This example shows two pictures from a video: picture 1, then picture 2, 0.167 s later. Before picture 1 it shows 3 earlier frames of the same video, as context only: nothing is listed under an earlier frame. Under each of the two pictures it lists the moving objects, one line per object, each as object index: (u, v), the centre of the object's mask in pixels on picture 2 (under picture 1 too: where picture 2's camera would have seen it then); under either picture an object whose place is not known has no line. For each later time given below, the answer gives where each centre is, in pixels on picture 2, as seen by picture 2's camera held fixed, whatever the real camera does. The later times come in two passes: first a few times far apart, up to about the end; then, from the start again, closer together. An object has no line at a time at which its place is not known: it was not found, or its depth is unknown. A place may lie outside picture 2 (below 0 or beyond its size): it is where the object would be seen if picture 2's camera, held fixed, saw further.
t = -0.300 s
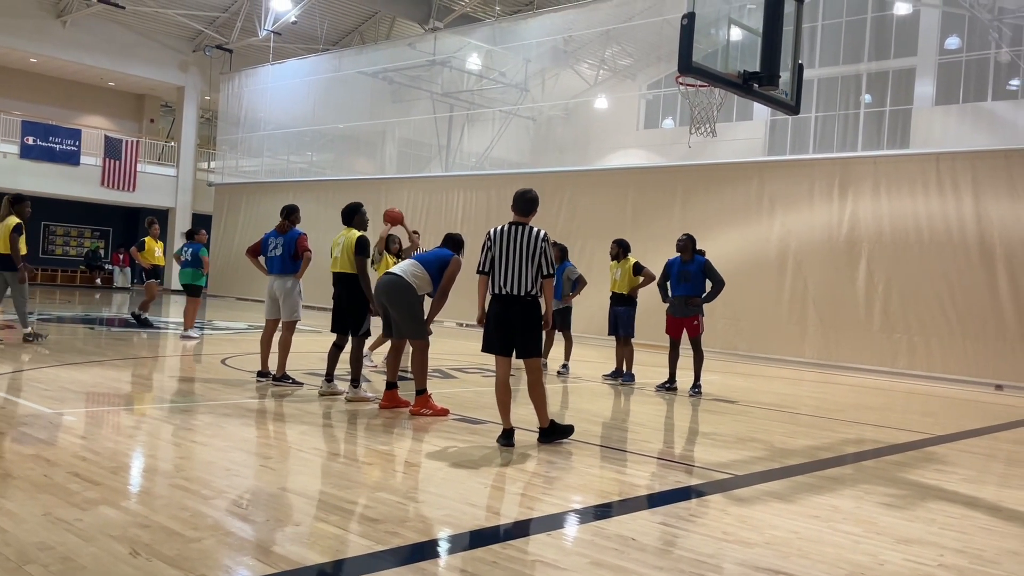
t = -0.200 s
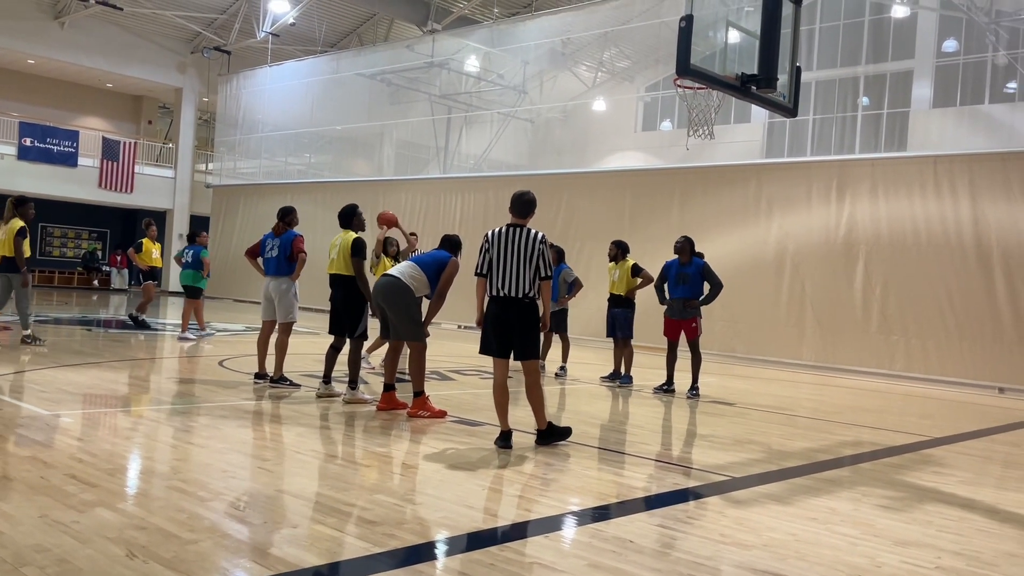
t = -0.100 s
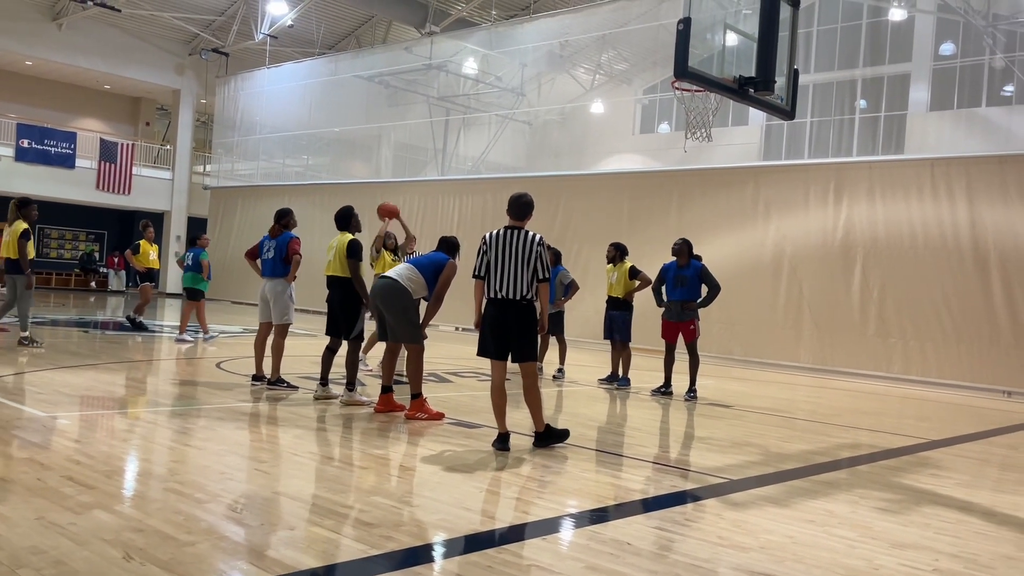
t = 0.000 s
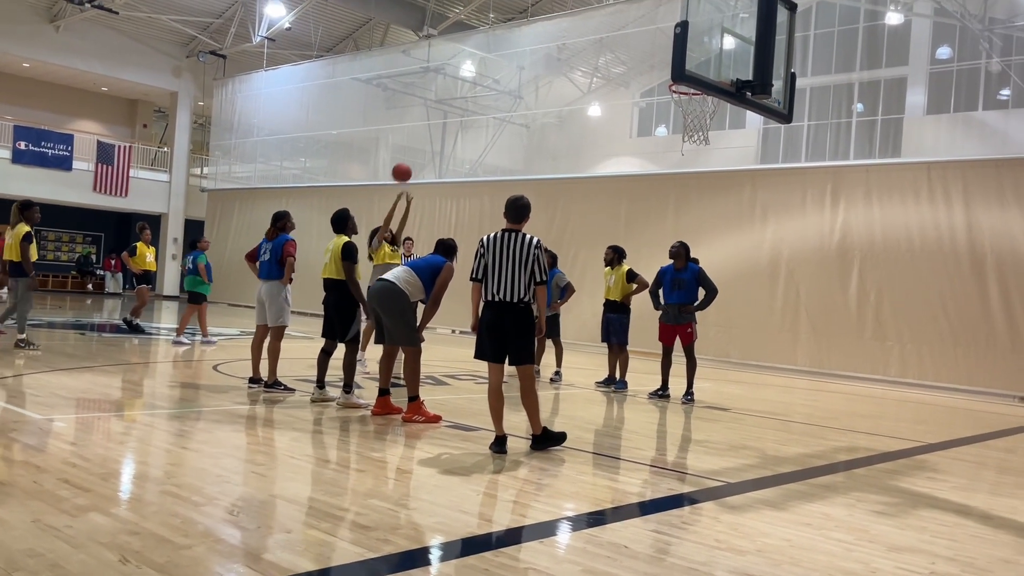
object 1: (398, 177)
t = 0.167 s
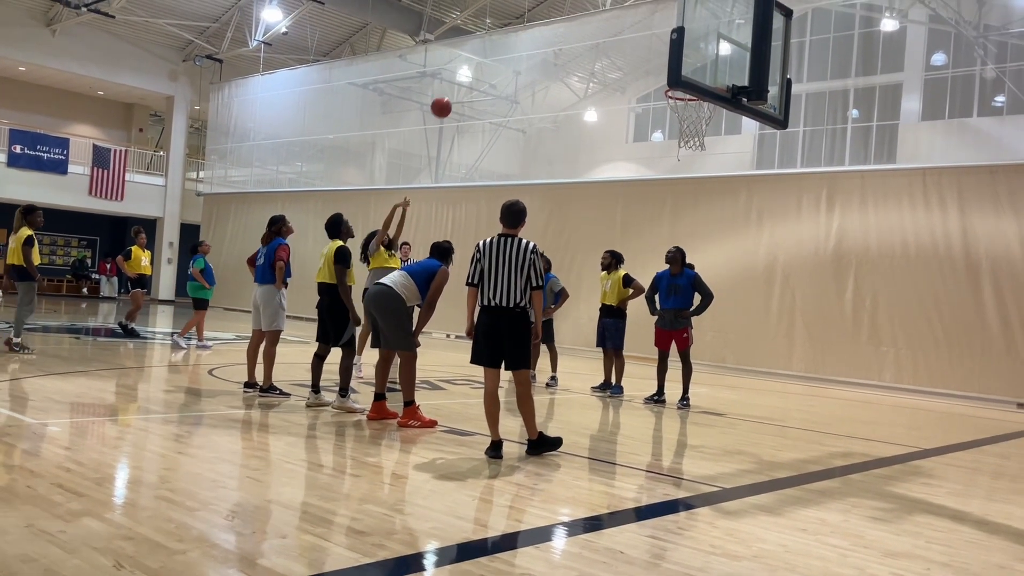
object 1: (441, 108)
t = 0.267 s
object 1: (468, 74)
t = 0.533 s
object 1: (543, 22)
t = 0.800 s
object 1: (624, 33)
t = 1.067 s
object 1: (705, 117)
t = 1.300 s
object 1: (723, 189)
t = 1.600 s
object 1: (741, 364)
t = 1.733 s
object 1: (743, 401)
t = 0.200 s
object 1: (450, 96)
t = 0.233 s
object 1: (459, 85)
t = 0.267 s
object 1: (468, 74)
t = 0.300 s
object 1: (477, 64)
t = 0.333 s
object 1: (486, 56)
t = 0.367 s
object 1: (495, 48)
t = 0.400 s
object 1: (504, 41)
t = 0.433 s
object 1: (514, 34)
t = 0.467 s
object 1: (524, 29)
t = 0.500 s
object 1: (533, 25)
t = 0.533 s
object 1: (543, 22)
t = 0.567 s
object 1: (553, 19)
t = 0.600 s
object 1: (562, 18)
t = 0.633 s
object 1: (572, 17)
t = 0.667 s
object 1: (582, 18)
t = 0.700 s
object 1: (592, 20)
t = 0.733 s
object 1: (603, 23)
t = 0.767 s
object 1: (613, 27)
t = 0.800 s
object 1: (624, 33)
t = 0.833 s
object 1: (634, 39)
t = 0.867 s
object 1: (645, 47)
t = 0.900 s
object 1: (656, 56)
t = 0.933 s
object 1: (662, 67)
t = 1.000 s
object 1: (686, 99)
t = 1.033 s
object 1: (699, 109)
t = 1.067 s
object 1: (705, 117)
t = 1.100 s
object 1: (709, 124)
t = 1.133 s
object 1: (711, 132)
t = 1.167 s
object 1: (714, 140)
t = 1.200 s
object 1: (716, 151)
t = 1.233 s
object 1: (719, 162)
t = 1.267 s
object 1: (721, 175)
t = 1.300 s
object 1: (723, 189)
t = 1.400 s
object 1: (730, 237)
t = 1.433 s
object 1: (731, 255)
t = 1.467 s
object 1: (733, 275)
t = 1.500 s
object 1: (735, 296)
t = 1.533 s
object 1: (737, 317)
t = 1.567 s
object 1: (739, 340)
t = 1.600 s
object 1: (741, 364)
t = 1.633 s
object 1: (742, 389)
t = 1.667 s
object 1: (744, 416)
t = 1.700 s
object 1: (744, 420)
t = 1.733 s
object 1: (743, 401)
